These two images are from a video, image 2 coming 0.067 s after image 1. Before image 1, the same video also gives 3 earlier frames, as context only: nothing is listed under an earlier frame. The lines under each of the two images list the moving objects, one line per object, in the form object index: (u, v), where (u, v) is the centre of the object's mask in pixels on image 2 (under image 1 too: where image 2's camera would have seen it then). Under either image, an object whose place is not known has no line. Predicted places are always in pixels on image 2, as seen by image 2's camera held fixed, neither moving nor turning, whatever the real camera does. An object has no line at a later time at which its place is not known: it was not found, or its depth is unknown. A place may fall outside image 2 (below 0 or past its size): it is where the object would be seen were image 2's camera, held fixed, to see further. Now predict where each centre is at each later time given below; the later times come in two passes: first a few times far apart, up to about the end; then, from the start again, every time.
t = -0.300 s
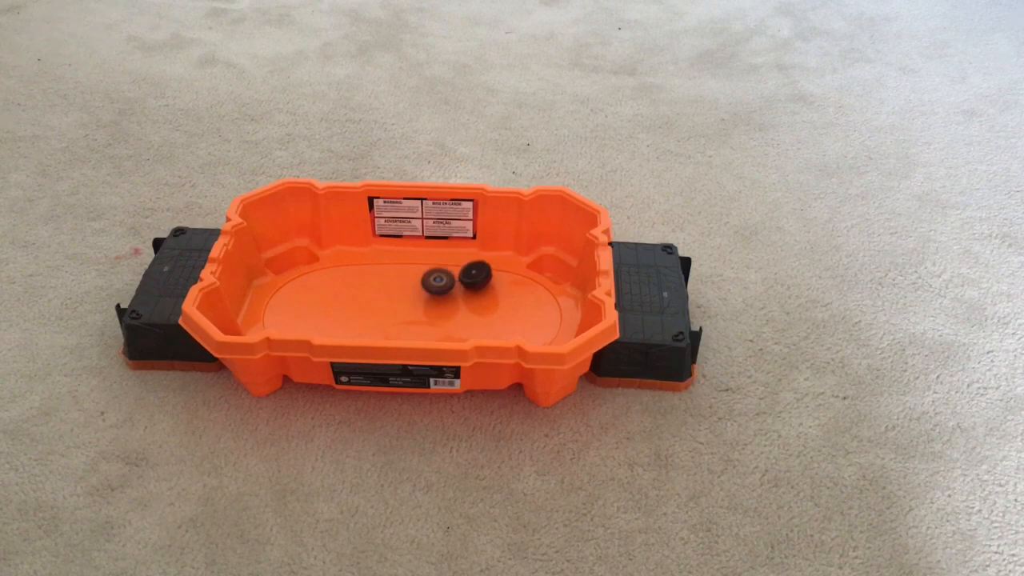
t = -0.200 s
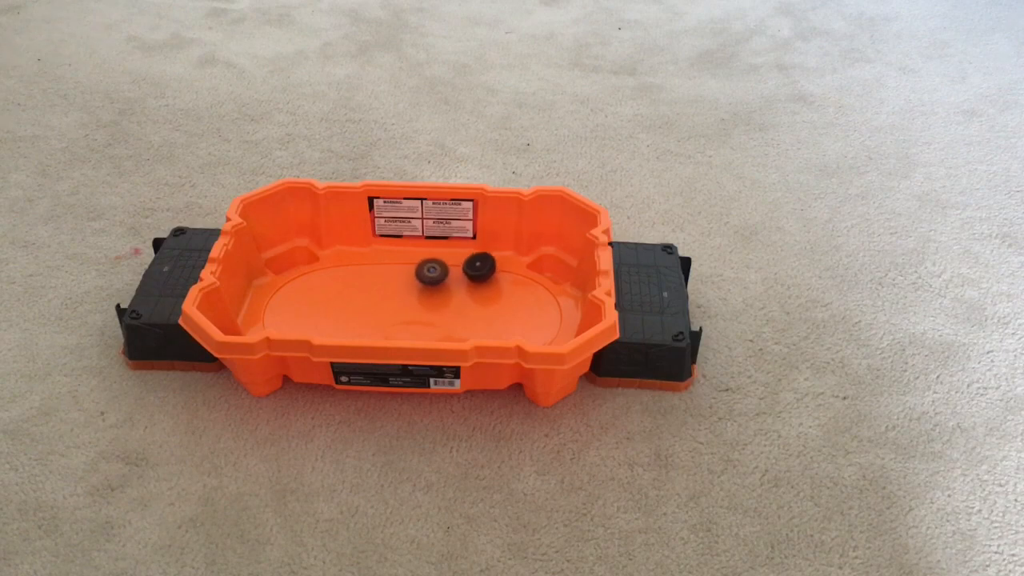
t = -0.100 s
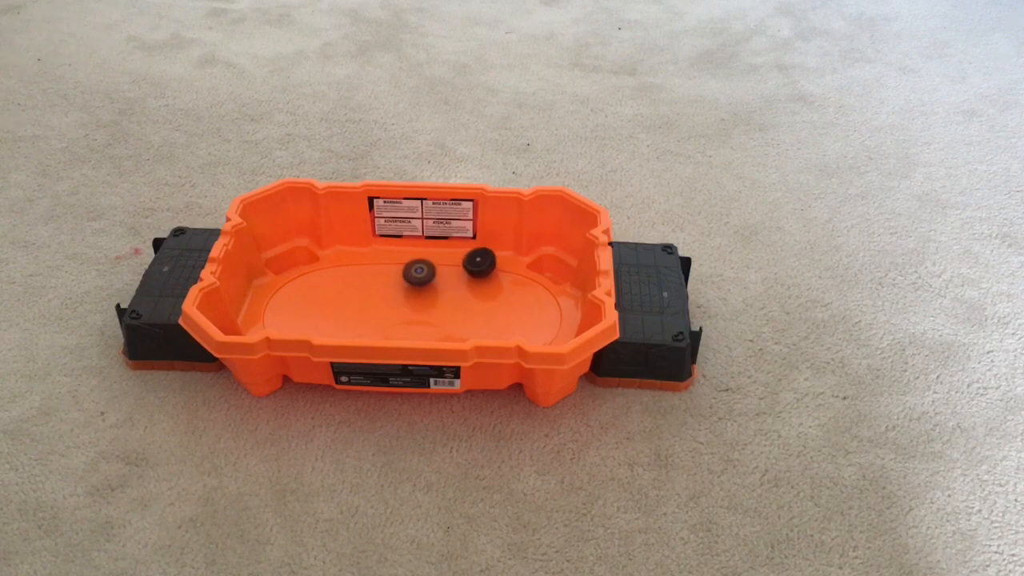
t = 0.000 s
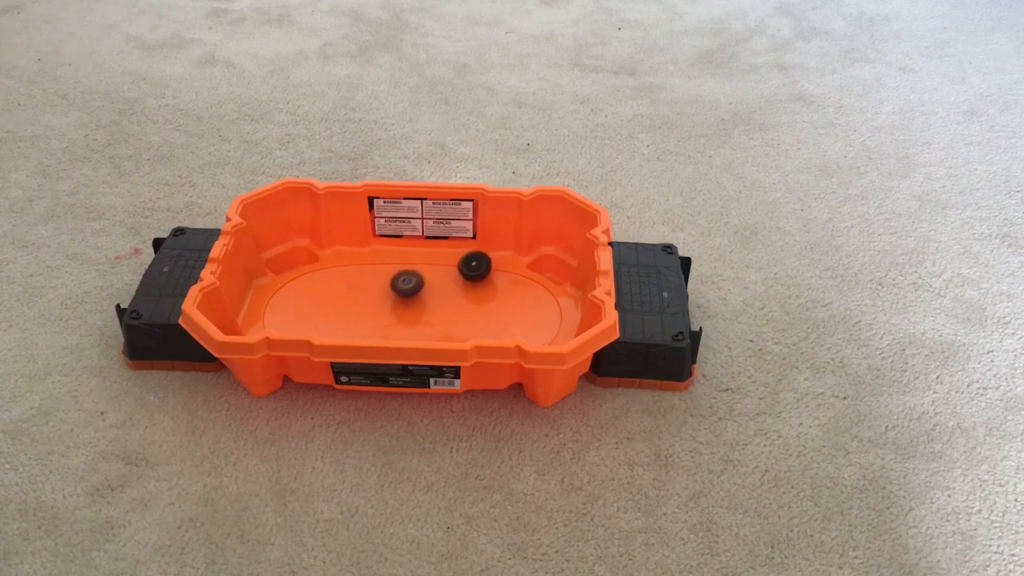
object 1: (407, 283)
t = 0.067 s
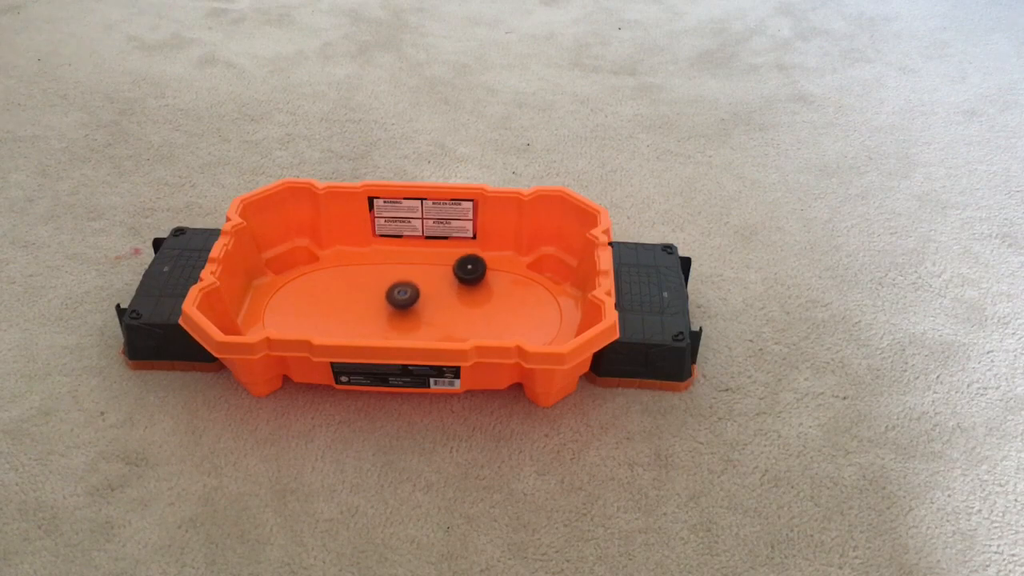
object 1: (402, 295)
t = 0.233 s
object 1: (414, 320)
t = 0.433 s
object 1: (448, 335)
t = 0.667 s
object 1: (487, 328)
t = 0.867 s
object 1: (463, 309)
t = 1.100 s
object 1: (403, 307)
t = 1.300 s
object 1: (356, 314)
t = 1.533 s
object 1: (336, 329)
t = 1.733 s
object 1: (369, 332)
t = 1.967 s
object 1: (403, 312)
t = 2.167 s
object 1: (401, 313)
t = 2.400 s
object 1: (399, 311)
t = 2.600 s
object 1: (392, 311)
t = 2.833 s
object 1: (377, 329)
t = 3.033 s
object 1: (396, 337)
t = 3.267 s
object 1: (448, 338)
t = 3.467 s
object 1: (478, 329)
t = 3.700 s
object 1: (463, 302)
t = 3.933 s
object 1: (423, 286)
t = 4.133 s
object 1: (383, 283)
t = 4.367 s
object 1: (345, 299)
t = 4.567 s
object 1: (348, 324)
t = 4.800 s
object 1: (390, 334)
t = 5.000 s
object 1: (432, 333)
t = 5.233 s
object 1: (467, 316)
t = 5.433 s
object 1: (464, 294)
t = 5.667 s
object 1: (427, 287)
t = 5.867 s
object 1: (396, 293)
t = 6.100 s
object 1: (373, 298)
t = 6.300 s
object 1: (375, 312)
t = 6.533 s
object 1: (407, 319)
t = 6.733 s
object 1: (408, 300)
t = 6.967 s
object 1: (390, 287)
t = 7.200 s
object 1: (381, 305)
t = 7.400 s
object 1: (382, 326)
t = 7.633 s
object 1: (390, 336)
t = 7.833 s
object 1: (412, 334)
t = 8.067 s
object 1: (442, 325)
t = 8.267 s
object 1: (452, 308)
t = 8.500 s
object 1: (437, 293)
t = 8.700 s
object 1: (413, 288)
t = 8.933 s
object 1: (386, 301)
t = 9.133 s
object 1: (376, 318)
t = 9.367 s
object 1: (375, 331)
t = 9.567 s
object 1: (384, 331)
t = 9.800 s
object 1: (387, 325)
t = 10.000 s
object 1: (378, 318)
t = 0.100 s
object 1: (402, 301)
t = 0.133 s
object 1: (403, 307)
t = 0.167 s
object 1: (406, 311)
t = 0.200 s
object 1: (410, 316)
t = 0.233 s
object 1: (414, 320)
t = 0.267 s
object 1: (418, 325)
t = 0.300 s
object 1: (423, 329)
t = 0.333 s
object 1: (428, 331)
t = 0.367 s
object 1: (434, 333)
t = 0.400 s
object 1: (441, 334)
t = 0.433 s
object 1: (448, 335)
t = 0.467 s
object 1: (454, 335)
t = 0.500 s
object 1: (461, 335)
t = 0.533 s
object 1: (468, 334)
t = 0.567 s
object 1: (474, 333)
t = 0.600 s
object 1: (480, 332)
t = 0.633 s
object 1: (484, 330)
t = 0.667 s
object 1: (487, 328)
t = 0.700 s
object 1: (487, 325)
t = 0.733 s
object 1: (486, 321)
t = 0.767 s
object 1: (482, 317)
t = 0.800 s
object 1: (477, 314)
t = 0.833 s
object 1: (471, 311)
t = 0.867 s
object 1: (463, 309)
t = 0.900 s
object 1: (455, 307)
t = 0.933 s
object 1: (446, 306)
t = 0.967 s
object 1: (438, 306)
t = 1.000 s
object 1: (429, 306)
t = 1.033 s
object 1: (420, 306)
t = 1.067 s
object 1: (412, 307)
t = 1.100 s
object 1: (403, 307)
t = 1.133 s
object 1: (395, 308)
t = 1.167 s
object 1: (387, 309)
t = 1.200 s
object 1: (378, 309)
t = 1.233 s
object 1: (370, 311)
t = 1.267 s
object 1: (363, 313)
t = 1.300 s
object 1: (356, 314)
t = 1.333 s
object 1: (350, 316)
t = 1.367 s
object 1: (345, 319)
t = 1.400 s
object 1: (340, 321)
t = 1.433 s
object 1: (337, 324)
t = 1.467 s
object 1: (335, 326)
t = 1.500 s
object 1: (335, 328)
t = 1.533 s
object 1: (336, 329)
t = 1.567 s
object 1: (338, 331)
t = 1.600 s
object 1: (342, 332)
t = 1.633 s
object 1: (348, 332)
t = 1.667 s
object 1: (354, 333)
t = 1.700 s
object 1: (361, 333)
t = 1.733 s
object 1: (369, 332)
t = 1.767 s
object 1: (377, 331)
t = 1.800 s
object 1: (384, 329)
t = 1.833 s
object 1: (390, 327)
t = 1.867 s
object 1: (396, 323)
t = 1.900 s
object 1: (399, 318)
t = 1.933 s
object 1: (402, 314)
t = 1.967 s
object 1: (403, 312)
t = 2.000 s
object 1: (402, 313)
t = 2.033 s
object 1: (402, 313)
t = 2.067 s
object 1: (402, 313)
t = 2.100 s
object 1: (402, 313)
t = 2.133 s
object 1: (401, 313)
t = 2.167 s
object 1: (401, 313)
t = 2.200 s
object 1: (401, 312)
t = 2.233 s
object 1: (400, 313)
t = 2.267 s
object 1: (400, 312)
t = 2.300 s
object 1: (400, 312)
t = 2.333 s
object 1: (400, 312)
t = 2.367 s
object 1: (399, 312)
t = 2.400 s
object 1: (399, 311)
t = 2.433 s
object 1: (399, 311)
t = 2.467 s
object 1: (398, 310)
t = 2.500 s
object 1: (398, 310)
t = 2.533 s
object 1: (397, 309)
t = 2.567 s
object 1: (396, 308)
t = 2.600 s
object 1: (392, 311)
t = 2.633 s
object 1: (388, 313)
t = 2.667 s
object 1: (385, 315)
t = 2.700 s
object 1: (382, 318)
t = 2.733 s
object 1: (380, 321)
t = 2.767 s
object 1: (378, 324)
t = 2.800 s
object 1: (377, 327)
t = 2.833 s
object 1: (377, 329)
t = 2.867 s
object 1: (378, 331)
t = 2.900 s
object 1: (380, 332)
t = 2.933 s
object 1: (383, 334)
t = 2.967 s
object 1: (387, 335)
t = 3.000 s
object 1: (392, 336)
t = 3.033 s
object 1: (396, 337)
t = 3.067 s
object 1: (402, 337)
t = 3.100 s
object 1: (408, 337)
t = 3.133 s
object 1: (417, 337)
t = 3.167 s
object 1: (426, 338)
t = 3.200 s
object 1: (434, 338)
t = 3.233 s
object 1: (441, 339)
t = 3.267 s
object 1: (448, 338)
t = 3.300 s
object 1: (454, 338)
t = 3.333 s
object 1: (460, 337)
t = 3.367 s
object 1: (466, 336)
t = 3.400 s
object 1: (471, 334)
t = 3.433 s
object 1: (475, 332)
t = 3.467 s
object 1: (478, 329)
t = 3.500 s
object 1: (479, 325)
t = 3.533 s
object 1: (479, 321)
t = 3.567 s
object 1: (478, 317)
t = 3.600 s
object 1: (475, 313)
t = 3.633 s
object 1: (472, 309)
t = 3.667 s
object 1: (468, 305)
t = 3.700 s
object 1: (463, 302)
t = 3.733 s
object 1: (458, 299)
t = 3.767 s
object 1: (453, 296)
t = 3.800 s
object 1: (447, 293)
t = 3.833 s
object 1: (441, 291)
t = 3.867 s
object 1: (435, 289)
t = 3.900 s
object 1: (429, 288)
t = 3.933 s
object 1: (423, 286)
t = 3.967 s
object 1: (416, 285)
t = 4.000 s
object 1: (410, 284)
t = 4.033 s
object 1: (403, 283)
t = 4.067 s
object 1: (396, 282)
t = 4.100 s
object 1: (390, 282)
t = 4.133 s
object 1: (383, 283)
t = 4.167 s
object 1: (376, 283)
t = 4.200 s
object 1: (369, 285)
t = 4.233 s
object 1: (363, 287)
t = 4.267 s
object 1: (357, 289)
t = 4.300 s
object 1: (353, 292)
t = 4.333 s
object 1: (348, 295)
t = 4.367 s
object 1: (345, 299)
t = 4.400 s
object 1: (342, 303)
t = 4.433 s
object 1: (341, 308)
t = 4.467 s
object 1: (341, 312)
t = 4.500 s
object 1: (342, 316)
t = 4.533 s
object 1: (344, 320)
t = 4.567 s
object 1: (348, 324)
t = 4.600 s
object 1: (352, 327)
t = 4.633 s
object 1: (357, 329)
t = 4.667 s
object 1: (362, 331)
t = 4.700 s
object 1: (369, 332)
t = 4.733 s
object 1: (376, 332)
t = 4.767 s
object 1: (383, 333)
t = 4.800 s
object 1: (390, 334)
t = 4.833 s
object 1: (397, 333)
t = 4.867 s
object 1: (404, 335)
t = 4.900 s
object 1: (412, 334)
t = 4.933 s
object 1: (418, 334)
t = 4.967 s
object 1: (426, 333)
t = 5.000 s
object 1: (432, 333)
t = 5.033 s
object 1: (438, 332)
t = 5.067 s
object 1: (444, 331)
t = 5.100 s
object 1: (450, 329)
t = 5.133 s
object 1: (455, 327)
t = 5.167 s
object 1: (460, 324)
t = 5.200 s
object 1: (464, 320)
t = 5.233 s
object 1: (467, 316)
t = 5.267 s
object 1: (469, 312)
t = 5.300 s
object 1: (470, 308)
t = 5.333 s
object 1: (470, 304)
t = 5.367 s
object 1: (469, 301)
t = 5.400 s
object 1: (467, 297)
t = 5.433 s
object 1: (464, 294)
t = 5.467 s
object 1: (460, 292)
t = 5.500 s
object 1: (455, 290)
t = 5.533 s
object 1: (449, 289)
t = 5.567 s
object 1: (443, 289)
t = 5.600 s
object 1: (436, 288)
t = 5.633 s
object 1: (431, 289)
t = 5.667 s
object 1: (427, 287)
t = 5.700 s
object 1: (422, 287)
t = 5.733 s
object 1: (416, 287)
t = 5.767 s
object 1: (411, 287)
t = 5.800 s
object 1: (406, 289)
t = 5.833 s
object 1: (400, 291)
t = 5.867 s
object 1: (396, 293)
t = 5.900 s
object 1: (393, 295)
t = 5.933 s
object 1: (388, 297)
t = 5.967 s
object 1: (385, 297)
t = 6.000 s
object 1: (381, 296)
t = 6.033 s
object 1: (378, 296)
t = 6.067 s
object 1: (375, 297)
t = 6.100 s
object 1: (373, 298)
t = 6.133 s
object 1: (371, 300)
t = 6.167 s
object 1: (370, 302)
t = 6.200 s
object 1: (371, 304)
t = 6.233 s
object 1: (371, 306)
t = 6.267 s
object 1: (373, 309)
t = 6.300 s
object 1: (375, 312)
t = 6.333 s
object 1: (379, 315)
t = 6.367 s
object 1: (383, 317)
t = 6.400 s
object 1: (387, 318)
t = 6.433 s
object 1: (392, 319)
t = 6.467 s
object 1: (397, 319)
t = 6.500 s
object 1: (402, 319)
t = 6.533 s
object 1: (407, 319)
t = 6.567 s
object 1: (409, 316)
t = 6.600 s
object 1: (409, 313)
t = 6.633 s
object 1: (409, 310)
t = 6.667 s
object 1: (410, 306)
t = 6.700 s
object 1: (409, 303)
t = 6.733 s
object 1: (408, 300)
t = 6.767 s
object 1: (407, 297)
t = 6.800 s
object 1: (405, 294)
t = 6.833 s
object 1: (403, 291)
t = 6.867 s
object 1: (400, 289)
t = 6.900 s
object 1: (397, 288)
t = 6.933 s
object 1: (394, 287)
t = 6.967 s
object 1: (390, 287)
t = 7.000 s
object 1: (387, 288)
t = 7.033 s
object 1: (384, 290)
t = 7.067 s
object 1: (382, 292)
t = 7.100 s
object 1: (381, 295)
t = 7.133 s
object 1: (381, 298)
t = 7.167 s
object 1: (381, 302)
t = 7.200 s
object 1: (381, 305)
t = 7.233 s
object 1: (383, 309)
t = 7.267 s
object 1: (384, 313)
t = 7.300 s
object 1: (383, 317)
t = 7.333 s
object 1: (382, 320)
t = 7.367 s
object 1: (381, 323)
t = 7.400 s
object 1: (382, 326)
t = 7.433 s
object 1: (381, 328)
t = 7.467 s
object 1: (382, 330)
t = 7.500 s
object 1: (382, 332)
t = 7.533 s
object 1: (383, 333)
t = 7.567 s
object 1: (385, 334)
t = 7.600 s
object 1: (386, 335)
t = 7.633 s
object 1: (390, 336)
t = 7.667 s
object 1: (394, 337)
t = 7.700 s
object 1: (397, 337)
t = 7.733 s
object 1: (400, 337)
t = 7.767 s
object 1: (405, 336)
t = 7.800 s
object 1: (409, 335)
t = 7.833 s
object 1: (412, 334)
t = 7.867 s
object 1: (415, 333)
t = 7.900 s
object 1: (422, 332)
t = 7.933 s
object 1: (427, 332)
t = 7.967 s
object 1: (431, 331)
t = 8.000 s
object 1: (435, 329)
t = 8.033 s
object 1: (439, 328)
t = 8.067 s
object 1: (442, 325)
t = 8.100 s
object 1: (445, 323)
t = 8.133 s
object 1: (448, 320)
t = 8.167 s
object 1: (450, 317)
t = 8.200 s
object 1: (451, 314)
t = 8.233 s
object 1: (452, 311)
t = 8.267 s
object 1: (452, 308)
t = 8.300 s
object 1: (452, 305)
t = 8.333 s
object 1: (452, 302)
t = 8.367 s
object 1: (450, 300)
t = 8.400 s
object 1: (448, 297)
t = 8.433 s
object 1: (444, 296)
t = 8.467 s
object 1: (441, 294)
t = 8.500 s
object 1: (437, 293)
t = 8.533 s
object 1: (432, 293)
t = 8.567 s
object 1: (427, 293)
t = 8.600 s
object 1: (424, 291)
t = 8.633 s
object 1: (421, 290)
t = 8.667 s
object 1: (417, 288)
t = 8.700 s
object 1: (413, 288)
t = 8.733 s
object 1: (408, 288)
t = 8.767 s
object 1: (404, 288)
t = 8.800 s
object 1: (399, 290)
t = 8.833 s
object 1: (395, 292)
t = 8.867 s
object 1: (391, 295)
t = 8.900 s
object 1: (388, 298)
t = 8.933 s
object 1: (386, 301)
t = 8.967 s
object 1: (383, 304)
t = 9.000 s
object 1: (382, 307)
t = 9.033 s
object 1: (380, 310)
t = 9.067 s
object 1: (379, 313)
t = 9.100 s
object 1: (378, 316)
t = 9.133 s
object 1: (376, 318)
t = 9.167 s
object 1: (375, 320)
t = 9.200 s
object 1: (373, 323)
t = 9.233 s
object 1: (372, 325)
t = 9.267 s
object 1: (371, 327)
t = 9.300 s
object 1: (372, 328)
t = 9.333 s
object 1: (373, 329)
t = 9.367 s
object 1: (375, 331)
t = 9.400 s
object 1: (378, 331)
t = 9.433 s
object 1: (379, 332)
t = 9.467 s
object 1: (380, 332)
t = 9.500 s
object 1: (381, 332)
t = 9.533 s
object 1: (382, 332)
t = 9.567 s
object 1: (384, 331)
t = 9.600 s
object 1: (386, 330)
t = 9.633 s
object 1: (388, 330)
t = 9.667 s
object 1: (388, 329)
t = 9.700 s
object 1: (388, 328)
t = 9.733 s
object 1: (388, 327)
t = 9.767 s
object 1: (389, 326)
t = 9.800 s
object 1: (387, 325)
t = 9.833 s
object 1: (385, 324)
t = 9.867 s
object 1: (384, 324)
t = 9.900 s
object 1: (383, 323)
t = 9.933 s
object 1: (381, 321)
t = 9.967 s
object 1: (379, 319)
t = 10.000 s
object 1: (378, 318)
